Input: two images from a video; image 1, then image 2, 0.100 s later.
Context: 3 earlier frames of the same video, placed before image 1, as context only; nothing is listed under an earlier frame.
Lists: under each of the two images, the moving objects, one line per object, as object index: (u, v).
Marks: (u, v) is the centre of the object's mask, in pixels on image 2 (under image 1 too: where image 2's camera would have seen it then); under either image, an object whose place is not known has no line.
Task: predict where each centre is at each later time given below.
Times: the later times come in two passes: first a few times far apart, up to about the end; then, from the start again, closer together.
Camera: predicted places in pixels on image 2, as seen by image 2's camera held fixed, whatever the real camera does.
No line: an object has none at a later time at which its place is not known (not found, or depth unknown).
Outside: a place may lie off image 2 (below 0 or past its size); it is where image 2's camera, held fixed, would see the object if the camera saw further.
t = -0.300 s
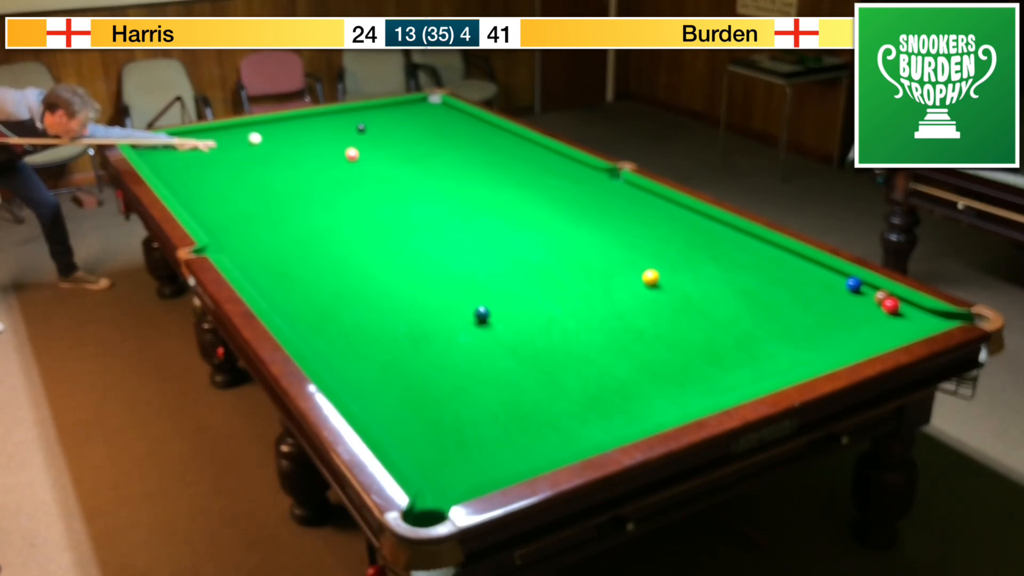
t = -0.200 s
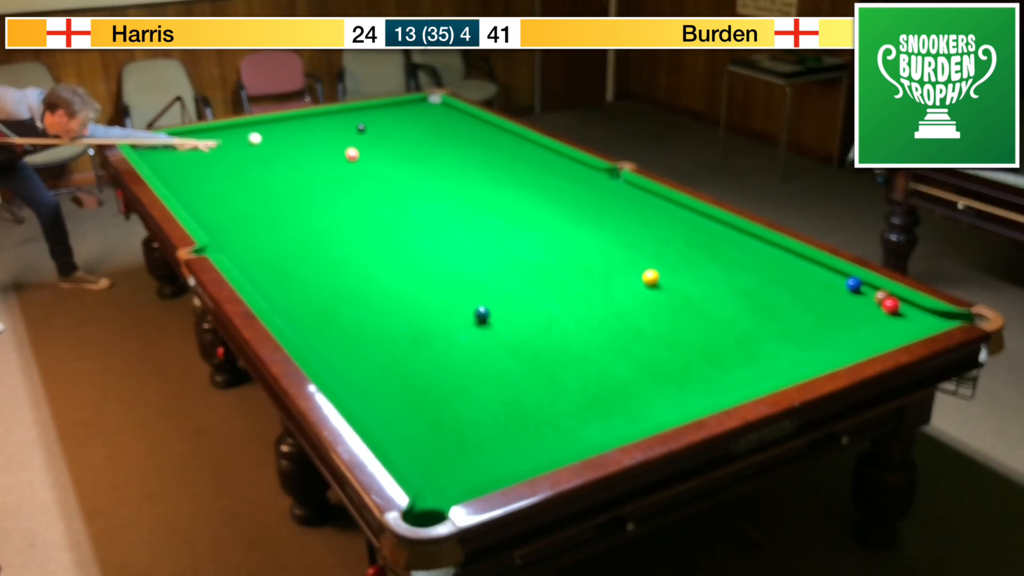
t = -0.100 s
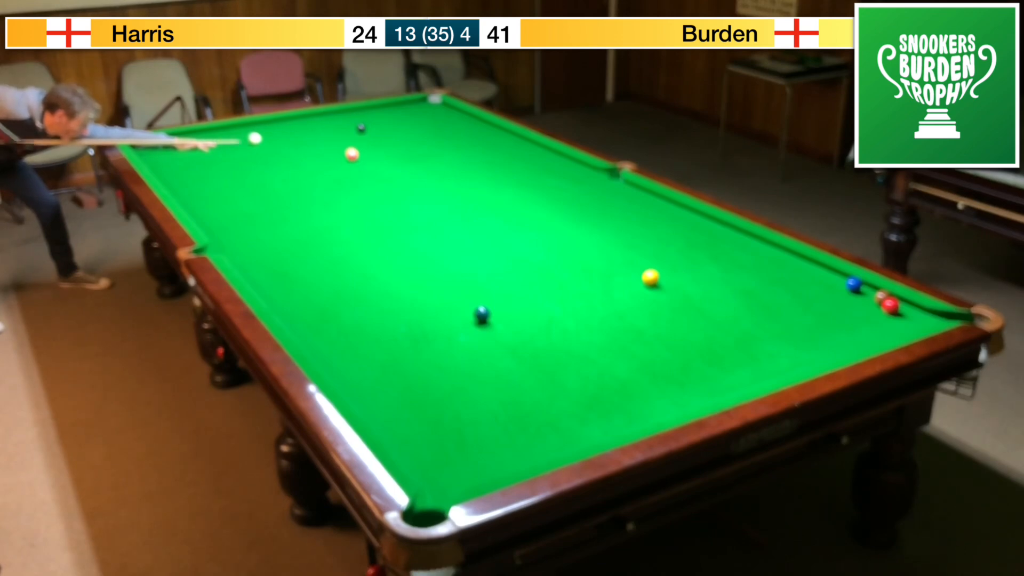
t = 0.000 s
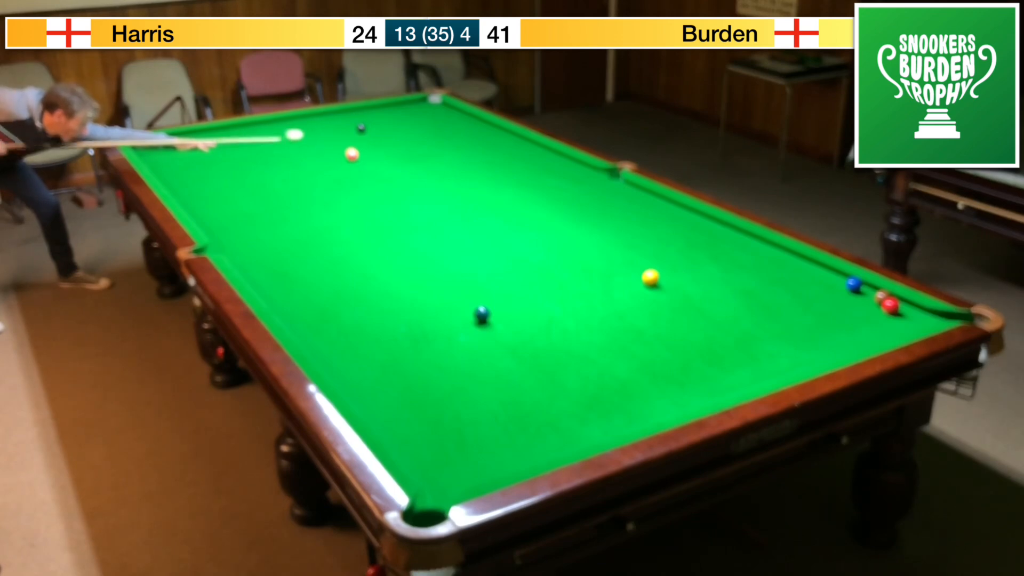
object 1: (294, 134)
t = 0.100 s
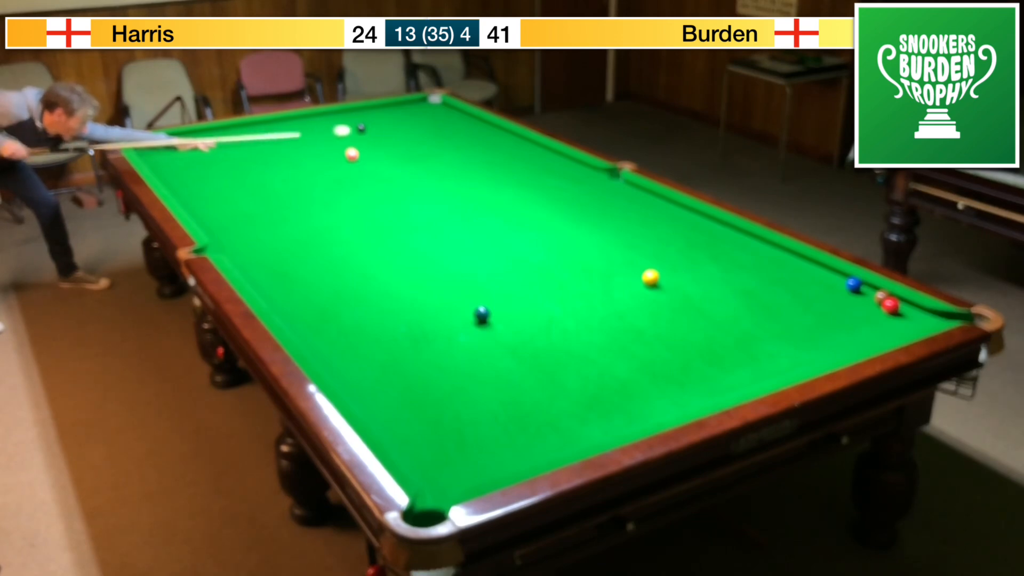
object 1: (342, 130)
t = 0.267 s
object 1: (390, 133)
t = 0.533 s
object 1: (440, 139)
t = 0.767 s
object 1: (480, 144)
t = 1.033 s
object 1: (525, 150)
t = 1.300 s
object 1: (566, 157)
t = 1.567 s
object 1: (574, 168)
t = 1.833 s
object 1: (583, 179)
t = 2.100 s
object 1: (592, 189)
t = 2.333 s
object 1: (600, 199)
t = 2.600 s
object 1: (608, 210)
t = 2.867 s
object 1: (617, 220)
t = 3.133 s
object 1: (625, 231)
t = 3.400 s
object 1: (633, 241)
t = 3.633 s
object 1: (640, 250)
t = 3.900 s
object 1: (646, 259)
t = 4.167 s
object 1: (652, 267)
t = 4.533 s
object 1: (662, 272)
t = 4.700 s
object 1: (667, 276)
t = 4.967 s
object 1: (671, 277)
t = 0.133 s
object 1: (356, 129)
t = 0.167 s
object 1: (365, 130)
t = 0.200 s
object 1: (375, 131)
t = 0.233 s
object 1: (383, 132)
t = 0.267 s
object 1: (390, 133)
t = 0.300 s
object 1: (398, 134)
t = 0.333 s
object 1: (405, 135)
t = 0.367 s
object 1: (411, 135)
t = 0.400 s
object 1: (418, 136)
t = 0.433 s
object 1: (423, 137)
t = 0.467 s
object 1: (429, 138)
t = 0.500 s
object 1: (435, 138)
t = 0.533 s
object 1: (440, 139)
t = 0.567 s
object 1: (446, 140)
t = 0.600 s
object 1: (452, 141)
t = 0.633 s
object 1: (457, 141)
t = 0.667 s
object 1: (463, 142)
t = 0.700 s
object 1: (469, 143)
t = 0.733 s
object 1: (474, 143)
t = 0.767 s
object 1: (480, 144)
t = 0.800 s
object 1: (486, 145)
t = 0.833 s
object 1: (491, 146)
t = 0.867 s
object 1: (497, 147)
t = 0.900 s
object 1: (503, 147)
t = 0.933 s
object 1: (509, 148)
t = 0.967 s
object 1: (514, 149)
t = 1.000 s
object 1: (520, 149)
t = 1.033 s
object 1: (525, 150)
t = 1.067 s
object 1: (531, 151)
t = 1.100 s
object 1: (537, 152)
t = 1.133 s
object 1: (543, 153)
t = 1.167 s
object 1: (548, 154)
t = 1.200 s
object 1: (554, 154)
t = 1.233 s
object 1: (560, 155)
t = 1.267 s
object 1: (565, 155)
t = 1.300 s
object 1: (566, 157)
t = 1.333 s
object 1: (566, 158)
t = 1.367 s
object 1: (567, 160)
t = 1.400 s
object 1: (568, 161)
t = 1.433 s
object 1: (569, 163)
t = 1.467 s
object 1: (571, 164)
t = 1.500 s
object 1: (572, 165)
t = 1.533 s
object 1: (573, 167)
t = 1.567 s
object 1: (574, 168)
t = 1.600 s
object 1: (575, 169)
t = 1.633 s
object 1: (576, 171)
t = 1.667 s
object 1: (577, 172)
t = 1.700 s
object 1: (578, 173)
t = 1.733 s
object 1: (579, 175)
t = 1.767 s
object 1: (581, 176)
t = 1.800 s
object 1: (582, 177)
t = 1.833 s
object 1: (583, 179)
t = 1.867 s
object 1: (584, 180)
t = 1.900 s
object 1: (585, 182)
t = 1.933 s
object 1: (586, 183)
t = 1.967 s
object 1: (587, 184)
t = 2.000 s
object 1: (588, 185)
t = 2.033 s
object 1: (589, 187)
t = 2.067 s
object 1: (590, 188)
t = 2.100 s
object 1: (592, 189)
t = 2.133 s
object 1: (593, 191)
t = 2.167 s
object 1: (594, 192)
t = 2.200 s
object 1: (595, 193)
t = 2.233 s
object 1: (596, 195)
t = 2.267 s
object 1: (597, 196)
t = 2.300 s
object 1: (599, 197)
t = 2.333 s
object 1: (600, 199)
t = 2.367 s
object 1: (601, 200)
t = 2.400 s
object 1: (602, 202)
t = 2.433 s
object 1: (603, 203)
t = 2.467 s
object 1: (604, 204)
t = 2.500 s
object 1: (605, 206)
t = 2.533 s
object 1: (606, 207)
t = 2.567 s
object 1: (607, 208)
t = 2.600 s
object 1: (608, 210)
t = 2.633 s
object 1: (610, 211)
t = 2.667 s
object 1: (611, 212)
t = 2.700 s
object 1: (612, 214)
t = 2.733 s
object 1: (613, 215)
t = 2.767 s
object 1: (614, 216)
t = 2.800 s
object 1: (615, 218)
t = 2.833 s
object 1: (616, 219)
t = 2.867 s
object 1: (617, 220)
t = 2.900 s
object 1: (618, 222)
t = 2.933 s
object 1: (619, 223)
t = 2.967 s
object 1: (620, 224)
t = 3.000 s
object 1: (621, 226)
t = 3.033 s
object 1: (622, 227)
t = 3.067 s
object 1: (623, 228)
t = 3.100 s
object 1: (624, 229)
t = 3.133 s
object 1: (625, 231)
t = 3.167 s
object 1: (626, 232)
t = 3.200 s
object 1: (627, 234)
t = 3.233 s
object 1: (628, 235)
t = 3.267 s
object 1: (629, 236)
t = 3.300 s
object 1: (630, 237)
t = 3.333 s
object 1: (631, 239)
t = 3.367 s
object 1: (632, 240)
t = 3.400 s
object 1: (633, 241)
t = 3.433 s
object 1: (634, 242)
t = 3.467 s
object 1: (635, 244)
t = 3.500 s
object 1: (636, 245)
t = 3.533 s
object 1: (637, 246)
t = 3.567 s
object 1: (638, 247)
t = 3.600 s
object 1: (639, 249)
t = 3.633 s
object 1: (640, 250)
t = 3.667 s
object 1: (640, 251)
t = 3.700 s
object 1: (641, 252)
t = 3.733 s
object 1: (642, 254)
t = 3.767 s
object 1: (643, 255)
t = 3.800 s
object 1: (644, 256)
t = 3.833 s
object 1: (645, 257)
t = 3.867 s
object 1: (646, 258)
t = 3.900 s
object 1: (646, 259)
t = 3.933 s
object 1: (647, 260)
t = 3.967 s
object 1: (648, 261)
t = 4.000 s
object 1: (648, 262)
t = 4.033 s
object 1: (649, 263)
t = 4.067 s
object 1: (650, 264)
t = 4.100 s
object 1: (651, 265)
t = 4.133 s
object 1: (652, 266)
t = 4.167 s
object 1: (652, 267)
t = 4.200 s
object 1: (653, 268)
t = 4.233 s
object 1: (654, 269)
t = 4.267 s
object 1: (655, 269)
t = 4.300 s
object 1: (656, 270)
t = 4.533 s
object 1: (662, 272)
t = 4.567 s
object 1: (664, 273)
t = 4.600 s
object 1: (664, 273)
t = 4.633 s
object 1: (665, 274)
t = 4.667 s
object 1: (666, 275)
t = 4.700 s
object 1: (667, 276)
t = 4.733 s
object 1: (667, 276)
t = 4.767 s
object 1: (668, 276)
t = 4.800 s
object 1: (669, 276)
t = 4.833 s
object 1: (669, 276)
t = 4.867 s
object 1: (669, 277)
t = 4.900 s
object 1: (670, 277)
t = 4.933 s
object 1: (671, 277)
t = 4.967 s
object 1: (671, 277)
